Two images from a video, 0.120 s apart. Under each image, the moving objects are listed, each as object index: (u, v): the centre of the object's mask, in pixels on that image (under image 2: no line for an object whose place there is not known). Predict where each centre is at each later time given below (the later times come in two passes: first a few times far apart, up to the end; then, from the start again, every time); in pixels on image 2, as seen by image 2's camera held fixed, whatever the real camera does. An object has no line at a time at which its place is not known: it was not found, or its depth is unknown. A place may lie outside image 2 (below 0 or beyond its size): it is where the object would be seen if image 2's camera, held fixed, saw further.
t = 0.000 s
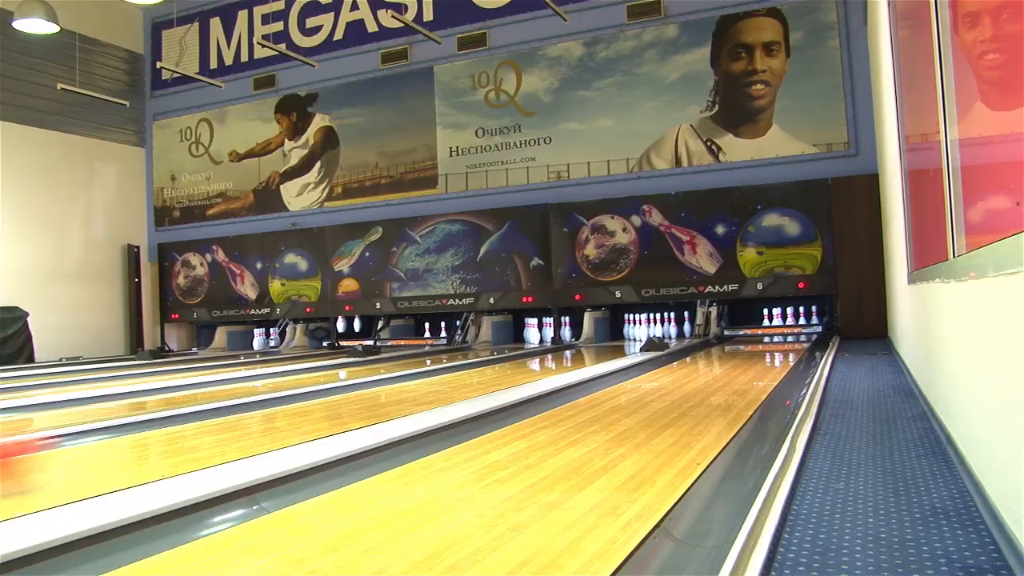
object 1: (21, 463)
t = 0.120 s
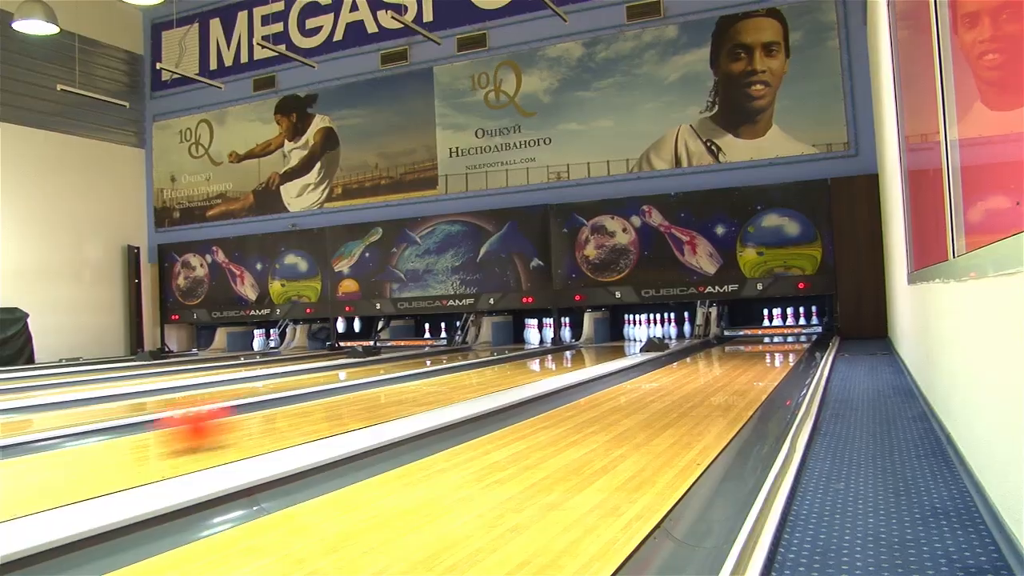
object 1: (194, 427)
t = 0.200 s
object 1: (285, 409)
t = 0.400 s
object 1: (432, 379)
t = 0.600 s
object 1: (517, 361)
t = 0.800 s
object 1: (575, 350)
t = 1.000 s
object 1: (615, 342)
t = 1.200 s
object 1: (643, 335)
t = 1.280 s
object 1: (653, 332)
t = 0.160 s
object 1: (244, 417)
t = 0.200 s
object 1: (285, 409)
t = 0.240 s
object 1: (321, 402)
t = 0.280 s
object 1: (354, 396)
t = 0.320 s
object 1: (383, 389)
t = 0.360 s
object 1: (409, 384)
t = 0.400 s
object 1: (432, 379)
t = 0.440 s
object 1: (453, 373)
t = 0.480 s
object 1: (471, 371)
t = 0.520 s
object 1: (489, 367)
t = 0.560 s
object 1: (504, 364)
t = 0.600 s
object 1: (517, 361)
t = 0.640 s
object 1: (531, 358)
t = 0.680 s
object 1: (544, 356)
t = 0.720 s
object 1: (554, 354)
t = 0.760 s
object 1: (564, 353)
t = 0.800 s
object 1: (575, 350)
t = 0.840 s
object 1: (584, 348)
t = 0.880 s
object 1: (592, 346)
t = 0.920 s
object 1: (600, 345)
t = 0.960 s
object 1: (607, 344)
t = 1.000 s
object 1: (615, 342)
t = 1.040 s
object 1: (620, 341)
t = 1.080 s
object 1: (627, 339)
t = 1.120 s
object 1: (633, 338)
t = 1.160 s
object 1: (638, 337)
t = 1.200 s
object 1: (643, 335)
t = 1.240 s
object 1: (648, 333)
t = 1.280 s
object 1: (653, 332)
